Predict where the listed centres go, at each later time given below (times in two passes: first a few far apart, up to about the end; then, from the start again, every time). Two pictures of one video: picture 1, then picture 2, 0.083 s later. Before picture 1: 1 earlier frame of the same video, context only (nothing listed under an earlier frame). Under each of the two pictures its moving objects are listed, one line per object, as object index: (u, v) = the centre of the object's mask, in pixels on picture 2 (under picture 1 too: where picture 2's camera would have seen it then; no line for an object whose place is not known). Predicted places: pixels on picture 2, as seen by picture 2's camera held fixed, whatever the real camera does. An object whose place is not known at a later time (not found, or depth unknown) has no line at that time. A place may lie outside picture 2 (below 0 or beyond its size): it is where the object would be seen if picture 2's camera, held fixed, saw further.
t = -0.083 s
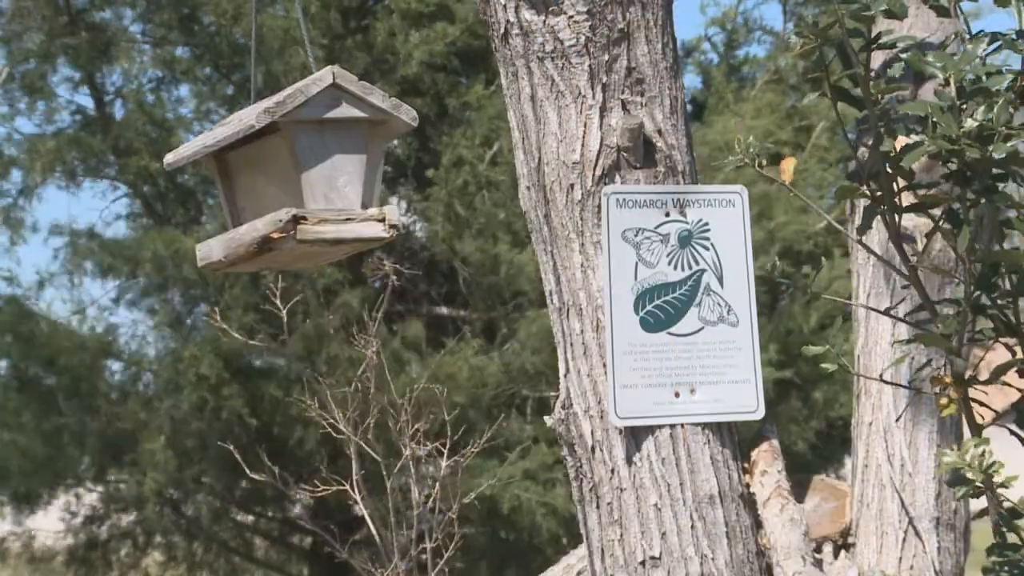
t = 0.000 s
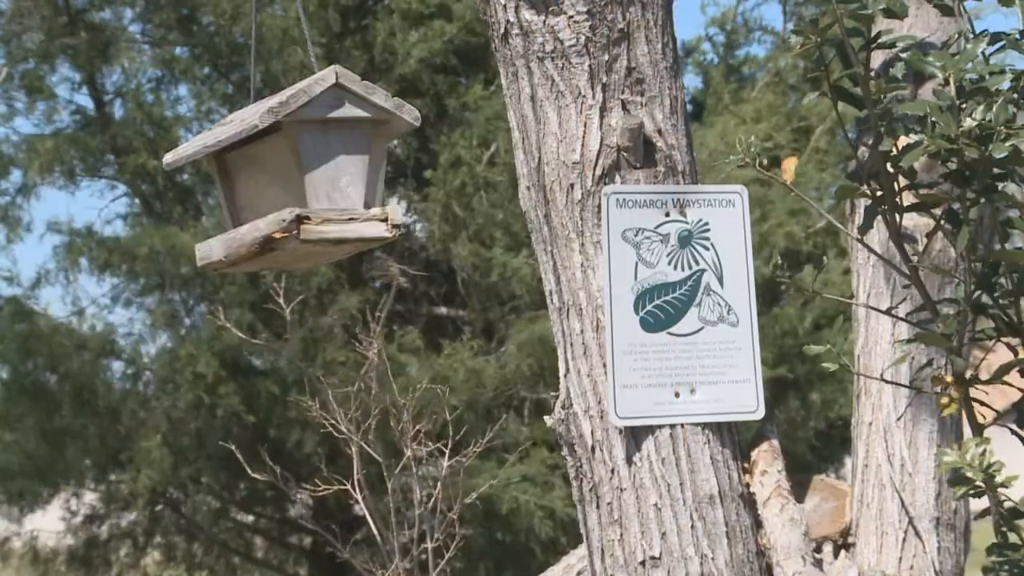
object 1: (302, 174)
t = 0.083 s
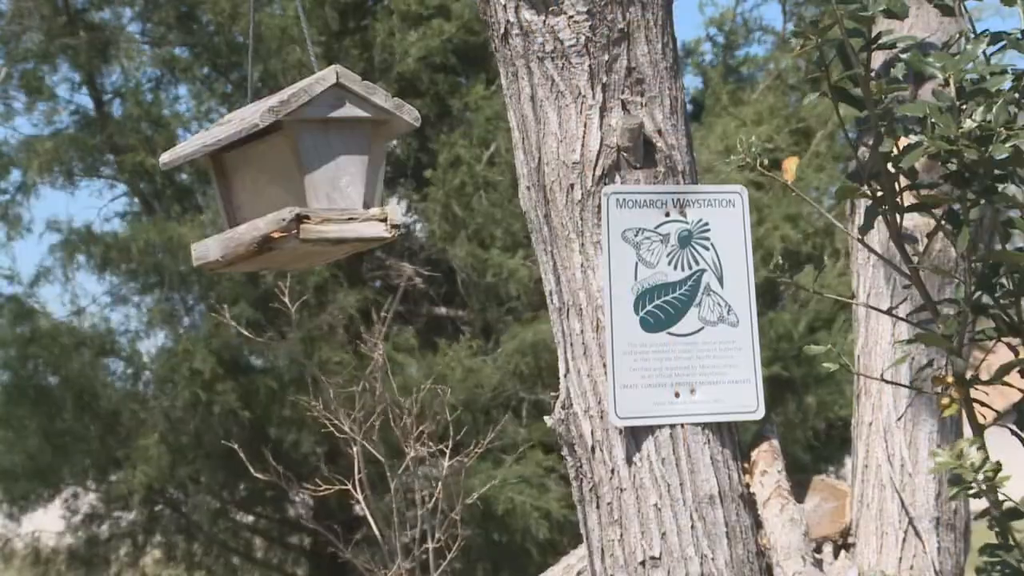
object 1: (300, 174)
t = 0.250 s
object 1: (286, 175)
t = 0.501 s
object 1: (251, 176)
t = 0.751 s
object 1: (222, 177)
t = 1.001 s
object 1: (215, 177)
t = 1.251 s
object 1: (232, 177)
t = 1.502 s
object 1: (264, 177)
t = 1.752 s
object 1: (291, 176)
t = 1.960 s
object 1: (295, 175)
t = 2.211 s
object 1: (276, 176)
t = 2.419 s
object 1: (247, 177)
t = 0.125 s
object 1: (298, 174)
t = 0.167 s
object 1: (295, 175)
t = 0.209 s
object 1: (291, 175)
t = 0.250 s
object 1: (286, 175)
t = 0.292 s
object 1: (281, 175)
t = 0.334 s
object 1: (276, 175)
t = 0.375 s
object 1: (269, 176)
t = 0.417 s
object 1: (264, 176)
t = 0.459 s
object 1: (258, 176)
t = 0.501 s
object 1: (251, 176)
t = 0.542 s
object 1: (245, 177)
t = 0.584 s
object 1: (240, 177)
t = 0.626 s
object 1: (235, 177)
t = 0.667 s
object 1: (230, 177)
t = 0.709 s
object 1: (226, 177)
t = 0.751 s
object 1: (222, 177)
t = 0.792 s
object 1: (220, 177)
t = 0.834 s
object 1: (217, 177)
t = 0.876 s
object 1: (215, 177)
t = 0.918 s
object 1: (214, 177)
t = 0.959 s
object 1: (214, 177)
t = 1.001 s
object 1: (215, 177)
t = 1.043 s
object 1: (216, 177)
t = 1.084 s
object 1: (218, 177)
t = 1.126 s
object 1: (221, 177)
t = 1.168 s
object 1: (224, 177)
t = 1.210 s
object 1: (228, 178)
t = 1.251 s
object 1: (232, 177)
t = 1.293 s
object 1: (237, 178)
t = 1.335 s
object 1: (242, 178)
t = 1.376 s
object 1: (247, 178)
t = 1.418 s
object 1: (252, 178)
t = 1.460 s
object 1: (258, 177)
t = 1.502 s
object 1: (264, 177)
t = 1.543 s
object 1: (270, 177)
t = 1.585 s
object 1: (275, 176)
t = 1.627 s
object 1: (279, 176)
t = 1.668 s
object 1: (284, 176)
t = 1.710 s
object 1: (288, 176)
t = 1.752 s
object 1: (291, 176)
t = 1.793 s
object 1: (293, 175)
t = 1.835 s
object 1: (295, 175)
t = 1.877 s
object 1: (296, 175)
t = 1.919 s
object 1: (296, 175)
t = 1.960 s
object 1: (295, 175)
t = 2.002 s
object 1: (294, 175)
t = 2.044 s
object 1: (292, 175)
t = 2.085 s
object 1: (289, 175)
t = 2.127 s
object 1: (285, 176)
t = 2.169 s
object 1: (281, 176)
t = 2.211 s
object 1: (276, 176)
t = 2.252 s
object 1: (271, 176)
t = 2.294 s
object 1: (265, 177)
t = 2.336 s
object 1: (260, 177)
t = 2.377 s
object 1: (253, 176)
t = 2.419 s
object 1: (247, 177)
